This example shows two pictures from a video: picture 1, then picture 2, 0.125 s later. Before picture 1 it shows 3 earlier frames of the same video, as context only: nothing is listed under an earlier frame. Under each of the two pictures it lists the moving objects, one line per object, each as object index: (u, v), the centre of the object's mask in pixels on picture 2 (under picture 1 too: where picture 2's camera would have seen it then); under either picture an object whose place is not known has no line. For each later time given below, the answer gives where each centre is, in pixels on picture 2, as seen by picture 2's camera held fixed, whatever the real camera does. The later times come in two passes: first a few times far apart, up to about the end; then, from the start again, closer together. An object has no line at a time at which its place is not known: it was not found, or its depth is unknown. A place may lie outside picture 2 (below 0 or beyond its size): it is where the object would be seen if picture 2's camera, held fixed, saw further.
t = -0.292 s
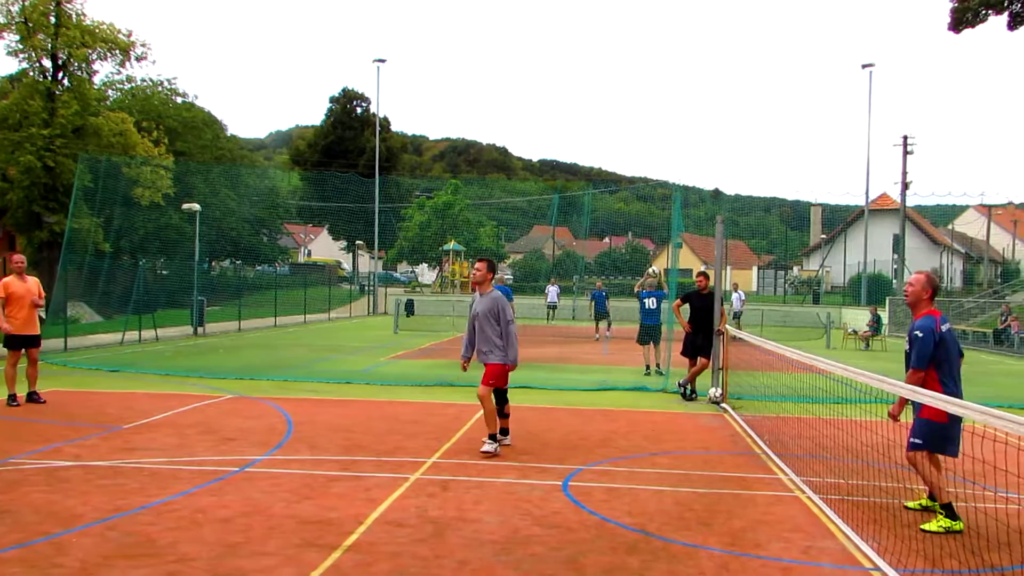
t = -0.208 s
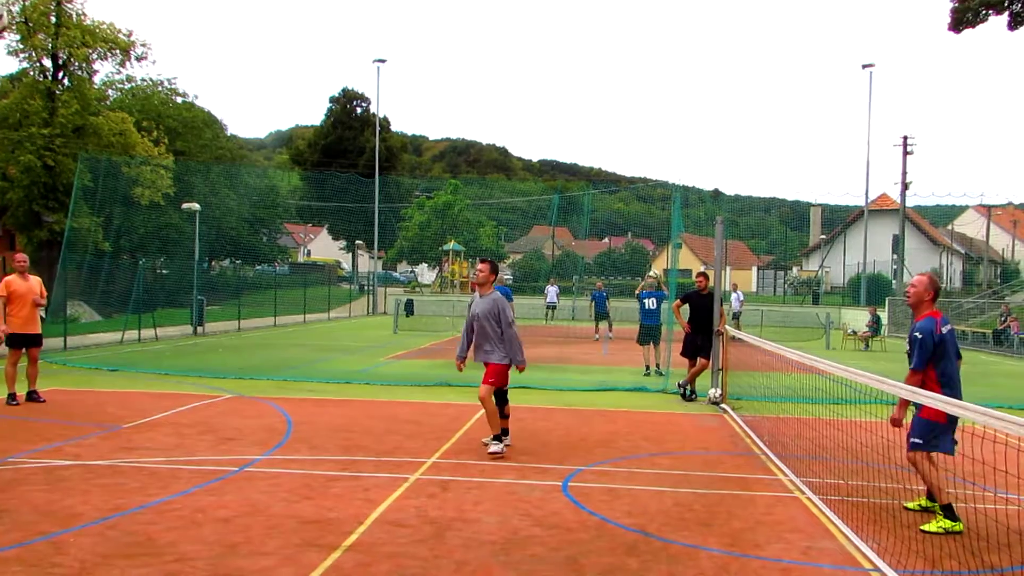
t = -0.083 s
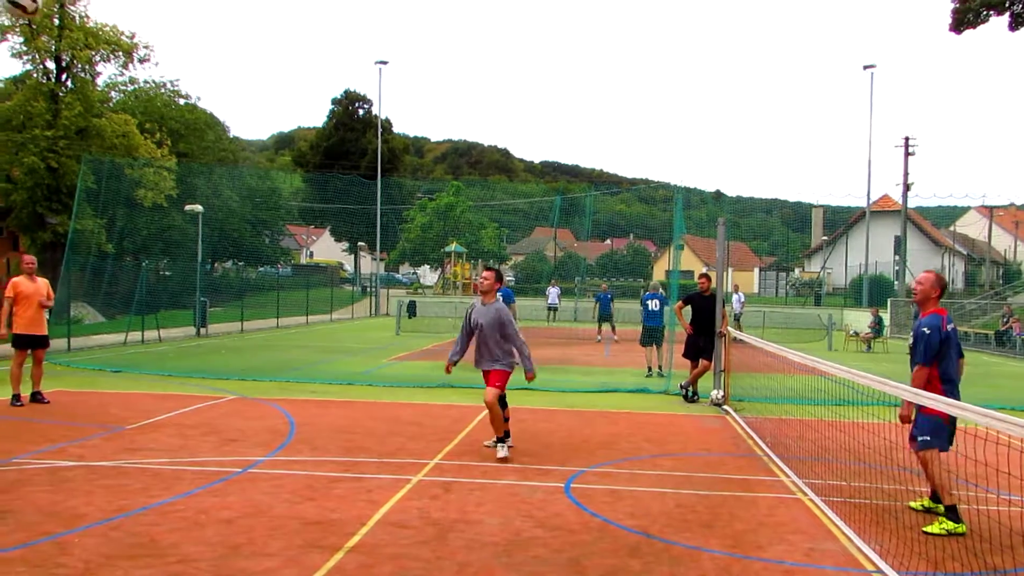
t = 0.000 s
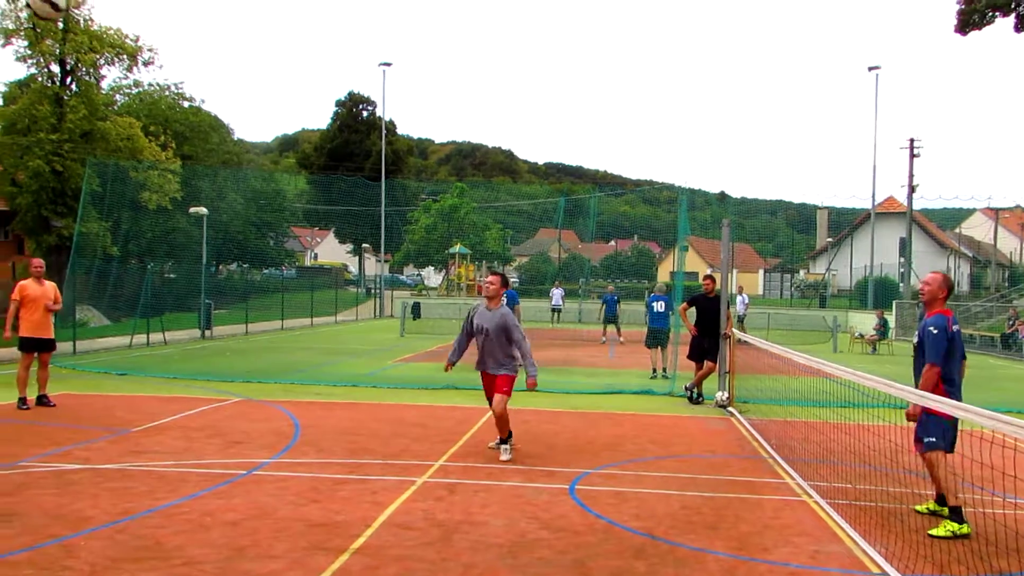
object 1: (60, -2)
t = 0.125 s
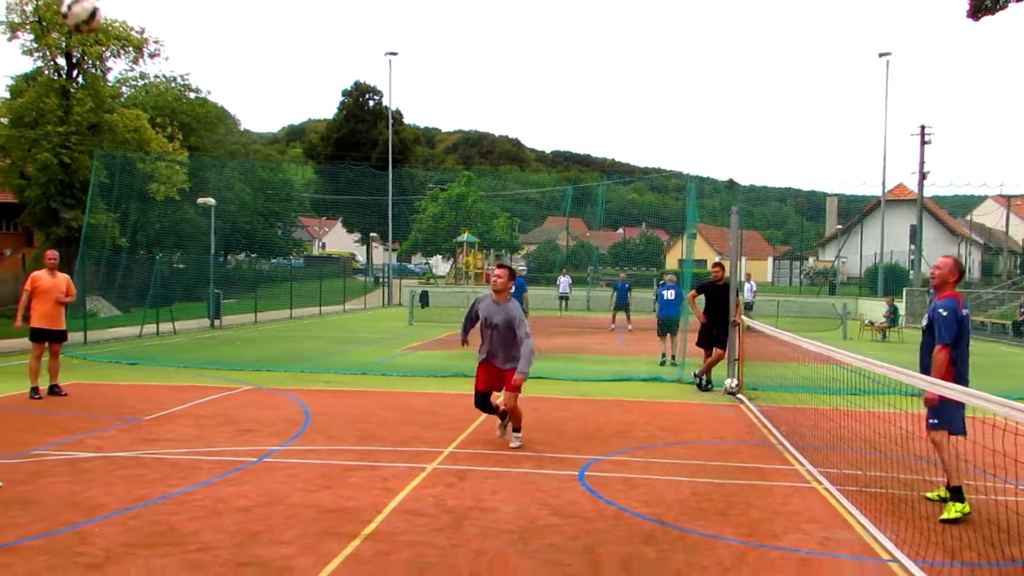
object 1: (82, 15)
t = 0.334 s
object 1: (137, 112)
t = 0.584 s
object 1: (211, 358)
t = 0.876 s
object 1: (274, 403)
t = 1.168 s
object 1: (321, 219)
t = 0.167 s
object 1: (91, 26)
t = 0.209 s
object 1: (102, 42)
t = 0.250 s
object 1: (113, 62)
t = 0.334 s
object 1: (137, 112)
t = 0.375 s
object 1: (149, 141)
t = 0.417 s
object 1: (161, 177)
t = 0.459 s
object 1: (175, 216)
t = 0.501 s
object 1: (187, 259)
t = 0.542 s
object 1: (200, 306)
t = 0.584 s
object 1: (211, 358)
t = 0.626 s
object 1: (222, 414)
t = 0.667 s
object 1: (233, 475)
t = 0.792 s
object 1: (261, 483)
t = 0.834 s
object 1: (267, 444)
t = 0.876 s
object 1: (274, 403)
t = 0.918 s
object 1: (280, 372)
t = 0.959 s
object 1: (288, 339)
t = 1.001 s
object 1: (294, 309)
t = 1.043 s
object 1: (300, 281)
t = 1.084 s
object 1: (307, 258)
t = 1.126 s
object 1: (314, 236)
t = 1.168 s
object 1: (321, 219)
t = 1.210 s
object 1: (330, 203)
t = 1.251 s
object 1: (336, 193)
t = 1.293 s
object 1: (344, 185)
